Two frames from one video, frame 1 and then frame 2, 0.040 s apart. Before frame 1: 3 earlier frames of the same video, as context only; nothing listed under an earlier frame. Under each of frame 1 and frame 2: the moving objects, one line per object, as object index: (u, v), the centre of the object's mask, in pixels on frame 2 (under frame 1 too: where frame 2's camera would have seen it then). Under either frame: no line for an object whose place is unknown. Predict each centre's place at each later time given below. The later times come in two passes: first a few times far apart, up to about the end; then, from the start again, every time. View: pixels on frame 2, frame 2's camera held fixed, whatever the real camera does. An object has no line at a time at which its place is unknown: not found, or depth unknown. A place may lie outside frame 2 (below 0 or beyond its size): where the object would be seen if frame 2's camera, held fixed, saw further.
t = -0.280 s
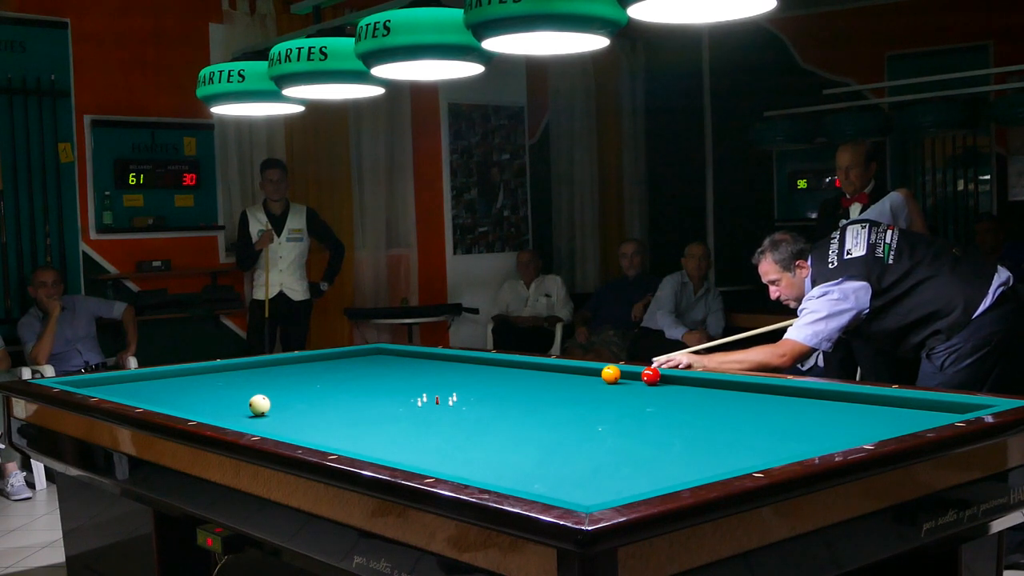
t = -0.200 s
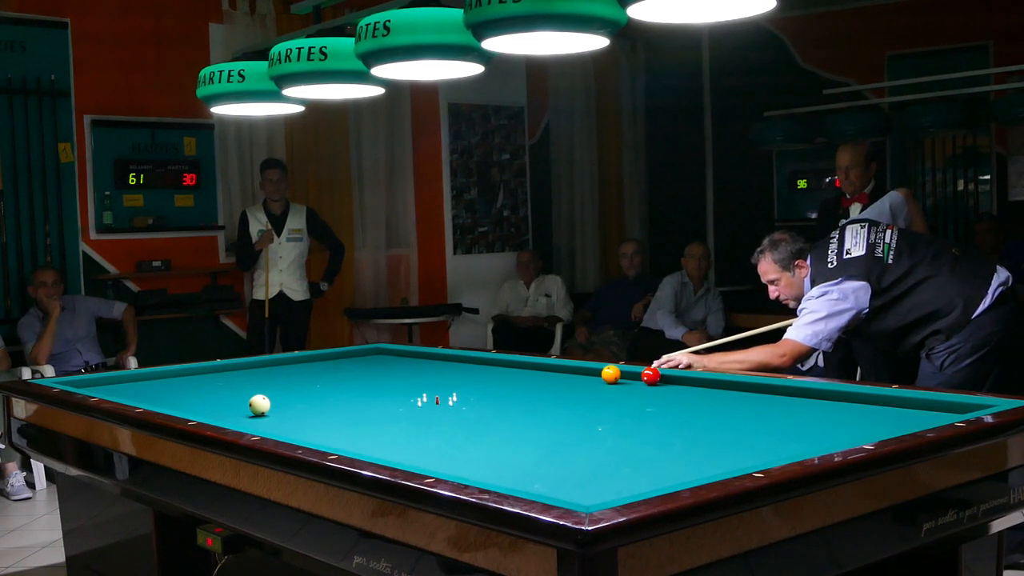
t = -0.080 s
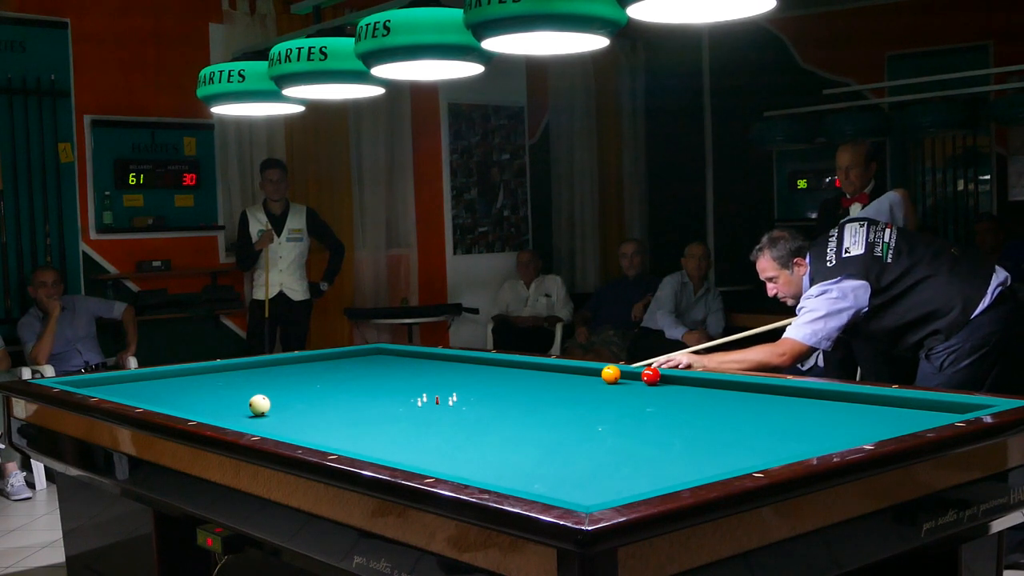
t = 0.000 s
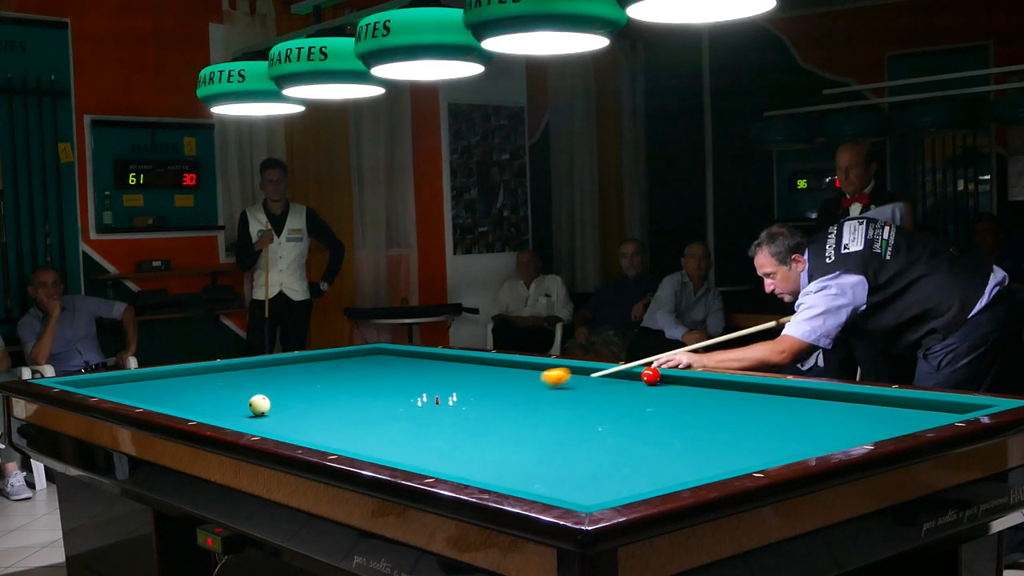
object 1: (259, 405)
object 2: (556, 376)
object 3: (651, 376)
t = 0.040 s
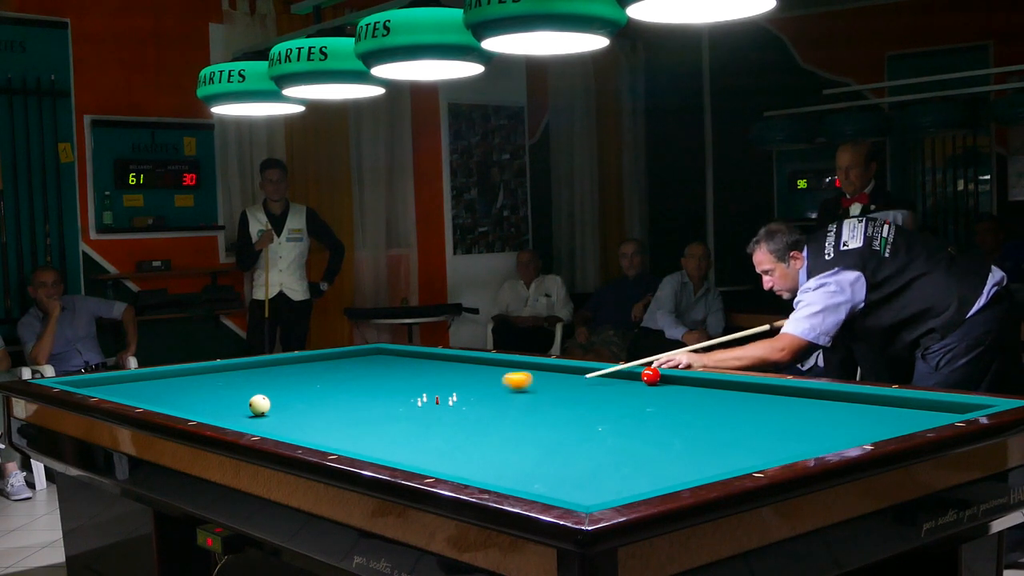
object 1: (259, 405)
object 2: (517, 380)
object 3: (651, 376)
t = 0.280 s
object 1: (259, 404)
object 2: (282, 401)
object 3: (651, 376)
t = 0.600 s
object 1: (329, 398)
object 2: (189, 395)
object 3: (651, 375)
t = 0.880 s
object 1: (451, 384)
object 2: (112, 390)
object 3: (651, 375)
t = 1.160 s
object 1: (557, 372)
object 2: (83, 383)
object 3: (651, 375)
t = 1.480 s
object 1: (531, 377)
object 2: (133, 381)
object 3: (651, 375)
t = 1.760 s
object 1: (480, 385)
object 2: (189, 380)
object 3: (651, 376)
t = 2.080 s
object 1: (417, 394)
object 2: (253, 380)
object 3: (651, 376)
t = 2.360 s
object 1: (358, 403)
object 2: (310, 379)
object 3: (651, 376)
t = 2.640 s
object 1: (294, 413)
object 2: (366, 378)
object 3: (651, 376)
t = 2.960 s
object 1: (241, 419)
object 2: (431, 378)
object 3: (651, 376)
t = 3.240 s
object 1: (281, 416)
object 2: (487, 377)
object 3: (651, 376)
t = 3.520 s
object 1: (317, 410)
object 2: (544, 376)
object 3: (651, 375)
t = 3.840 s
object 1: (355, 405)
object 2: (608, 375)
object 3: (651, 376)
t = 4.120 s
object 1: (385, 401)
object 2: (640, 374)
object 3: (659, 377)
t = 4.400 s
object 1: (413, 397)
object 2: (644, 376)
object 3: (666, 381)
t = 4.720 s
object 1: (443, 393)
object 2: (647, 378)
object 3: (675, 384)
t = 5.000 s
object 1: (467, 389)
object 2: (650, 379)
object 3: (682, 388)
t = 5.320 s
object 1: (491, 386)
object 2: (653, 381)
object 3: (691, 392)
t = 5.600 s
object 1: (510, 383)
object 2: (655, 382)
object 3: (698, 395)
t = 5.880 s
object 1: (529, 380)
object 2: (657, 383)
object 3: (706, 398)
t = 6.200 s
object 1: (548, 377)
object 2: (660, 384)
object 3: (714, 402)
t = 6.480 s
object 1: (564, 375)
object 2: (661, 385)
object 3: (721, 406)
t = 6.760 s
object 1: (579, 373)
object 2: (663, 385)
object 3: (728, 409)
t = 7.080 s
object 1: (595, 371)
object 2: (665, 386)
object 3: (736, 413)
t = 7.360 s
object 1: (592, 371)
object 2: (666, 387)
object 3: (743, 415)
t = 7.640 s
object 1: (585, 372)
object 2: (666, 387)
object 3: (750, 419)
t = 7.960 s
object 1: (578, 373)
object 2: (667, 387)
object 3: (757, 422)
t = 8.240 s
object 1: (572, 374)
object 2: (666, 387)
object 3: (763, 424)
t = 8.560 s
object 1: (567, 375)
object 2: (666, 387)
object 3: (769, 428)
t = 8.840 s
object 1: (563, 375)
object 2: (666, 387)
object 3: (774, 430)
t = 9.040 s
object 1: (561, 376)
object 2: (666, 387)
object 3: (777, 431)
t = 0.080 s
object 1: (259, 405)
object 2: (479, 385)
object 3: (651, 376)
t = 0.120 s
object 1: (259, 405)
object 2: (440, 387)
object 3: (651, 376)
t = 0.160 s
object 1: (259, 405)
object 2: (401, 391)
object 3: (651, 376)
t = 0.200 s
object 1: (259, 405)
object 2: (361, 394)
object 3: (651, 376)
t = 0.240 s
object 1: (259, 405)
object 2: (321, 398)
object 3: (651, 376)
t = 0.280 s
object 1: (259, 404)
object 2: (282, 401)
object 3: (651, 376)
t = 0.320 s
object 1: (232, 408)
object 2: (268, 401)
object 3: (651, 376)
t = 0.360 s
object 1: (202, 410)
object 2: (258, 400)
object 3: (651, 376)
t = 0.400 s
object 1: (213, 410)
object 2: (247, 399)
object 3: (651, 376)
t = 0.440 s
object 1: (239, 409)
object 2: (236, 394)
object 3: (651, 376)
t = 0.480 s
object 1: (263, 406)
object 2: (225, 397)
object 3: (651, 376)
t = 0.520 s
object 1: (286, 403)
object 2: (213, 396)
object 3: (651, 375)
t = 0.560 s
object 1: (308, 400)
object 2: (201, 396)
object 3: (651, 375)
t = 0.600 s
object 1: (329, 398)
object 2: (189, 395)
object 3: (651, 375)
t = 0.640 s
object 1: (348, 396)
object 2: (178, 395)
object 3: (651, 375)
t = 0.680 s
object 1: (367, 394)
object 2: (166, 394)
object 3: (651, 376)
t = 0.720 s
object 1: (384, 392)
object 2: (155, 394)
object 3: (651, 375)
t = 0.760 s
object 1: (401, 390)
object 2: (144, 393)
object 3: (651, 375)
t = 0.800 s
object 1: (418, 388)
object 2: (133, 393)
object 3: (651, 375)
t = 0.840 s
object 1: (435, 386)
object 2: (122, 391)
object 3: (651, 375)
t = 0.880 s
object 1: (451, 384)
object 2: (112, 390)
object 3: (651, 375)
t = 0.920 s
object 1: (467, 382)
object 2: (101, 389)
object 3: (651, 375)
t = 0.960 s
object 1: (483, 380)
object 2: (91, 388)
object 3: (651, 375)
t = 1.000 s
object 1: (498, 379)
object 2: (90, 387)
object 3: (651, 375)
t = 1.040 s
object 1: (513, 377)
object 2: (89, 386)
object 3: (651, 375)
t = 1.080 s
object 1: (528, 375)
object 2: (87, 385)
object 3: (651, 375)
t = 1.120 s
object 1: (542, 374)
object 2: (85, 384)
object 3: (651, 375)
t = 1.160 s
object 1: (557, 372)
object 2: (83, 383)
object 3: (651, 375)
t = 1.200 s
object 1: (571, 370)
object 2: (81, 382)
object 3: (651, 375)
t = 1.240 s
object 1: (585, 369)
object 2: (80, 381)
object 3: (651, 375)
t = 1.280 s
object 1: (577, 370)
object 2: (86, 381)
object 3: (651, 375)
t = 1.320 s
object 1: (567, 371)
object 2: (96, 381)
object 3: (651, 375)
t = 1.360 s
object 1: (558, 373)
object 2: (106, 381)
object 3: (651, 375)
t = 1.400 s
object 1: (548, 374)
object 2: (115, 381)
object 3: (651, 375)
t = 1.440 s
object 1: (540, 375)
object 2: (124, 381)
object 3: (651, 375)
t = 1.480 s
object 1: (531, 377)
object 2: (133, 381)
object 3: (651, 375)
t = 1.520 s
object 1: (524, 378)
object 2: (141, 381)
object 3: (651, 375)
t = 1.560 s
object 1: (517, 379)
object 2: (149, 381)
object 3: (651, 376)
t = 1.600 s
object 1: (509, 380)
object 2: (157, 381)
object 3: (651, 376)
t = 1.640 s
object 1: (502, 381)
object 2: (165, 381)
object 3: (651, 376)
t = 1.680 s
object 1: (495, 382)
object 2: (173, 380)
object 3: (651, 376)
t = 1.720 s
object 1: (487, 384)
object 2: (181, 380)
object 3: (651, 376)
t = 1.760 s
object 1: (480, 385)
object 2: (189, 380)
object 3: (651, 376)
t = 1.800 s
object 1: (472, 386)
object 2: (197, 380)
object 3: (651, 376)
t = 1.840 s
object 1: (464, 387)
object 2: (205, 380)
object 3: (651, 376)
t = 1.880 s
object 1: (457, 388)
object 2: (214, 380)
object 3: (651, 376)
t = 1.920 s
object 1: (449, 389)
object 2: (221, 380)
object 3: (651, 376)
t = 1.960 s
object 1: (441, 390)
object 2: (229, 380)
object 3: (651, 376)
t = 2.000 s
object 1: (433, 392)
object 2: (237, 380)
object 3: (651, 376)
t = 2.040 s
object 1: (425, 393)
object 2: (246, 380)
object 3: (651, 376)
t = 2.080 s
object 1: (417, 394)
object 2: (253, 380)
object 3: (651, 376)
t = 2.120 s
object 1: (408, 396)
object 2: (262, 379)
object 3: (651, 376)
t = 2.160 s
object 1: (400, 397)
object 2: (270, 379)
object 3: (651, 376)
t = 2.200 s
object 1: (392, 398)
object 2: (278, 379)
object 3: (651, 376)
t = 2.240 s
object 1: (384, 399)
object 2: (286, 379)
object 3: (651, 376)
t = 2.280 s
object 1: (375, 400)
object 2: (294, 379)
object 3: (651, 376)
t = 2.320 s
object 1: (367, 402)
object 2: (302, 379)
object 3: (651, 376)
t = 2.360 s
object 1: (358, 403)
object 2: (310, 379)
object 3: (651, 376)
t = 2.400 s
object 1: (349, 405)
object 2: (318, 379)
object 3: (651, 376)
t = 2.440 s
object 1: (340, 406)
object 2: (326, 379)
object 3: (651, 376)
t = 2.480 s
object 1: (331, 407)
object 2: (334, 378)
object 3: (651, 376)
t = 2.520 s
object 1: (322, 409)
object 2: (342, 378)
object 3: (651, 376)
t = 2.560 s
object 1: (313, 410)
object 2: (350, 378)
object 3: (651, 376)
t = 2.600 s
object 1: (304, 411)
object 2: (358, 378)
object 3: (651, 376)
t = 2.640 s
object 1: (294, 413)
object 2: (366, 378)
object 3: (651, 376)
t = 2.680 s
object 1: (285, 414)
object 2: (374, 378)
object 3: (651, 376)
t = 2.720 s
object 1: (276, 416)
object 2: (382, 378)
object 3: (651, 376)
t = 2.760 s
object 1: (266, 417)
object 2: (390, 378)
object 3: (651, 376)
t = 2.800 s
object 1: (256, 418)
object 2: (399, 378)
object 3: (651, 376)
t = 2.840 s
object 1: (247, 419)
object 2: (407, 378)
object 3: (651, 376)
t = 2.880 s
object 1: (238, 419)
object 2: (415, 377)
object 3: (651, 376)
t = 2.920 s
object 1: (232, 419)
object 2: (423, 378)
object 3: (651, 376)
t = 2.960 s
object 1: (241, 419)
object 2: (431, 378)
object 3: (651, 376)
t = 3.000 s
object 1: (248, 419)
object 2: (439, 377)
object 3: (651, 376)
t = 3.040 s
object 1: (254, 419)
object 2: (447, 377)
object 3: (651, 376)
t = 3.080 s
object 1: (259, 418)
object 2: (455, 377)
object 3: (651, 376)
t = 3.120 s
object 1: (265, 418)
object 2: (463, 377)
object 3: (651, 376)
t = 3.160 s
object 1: (270, 418)
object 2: (471, 377)
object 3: (651, 376)
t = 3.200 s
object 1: (276, 416)
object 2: (479, 377)
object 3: (651, 376)
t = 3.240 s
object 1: (281, 416)
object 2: (487, 377)
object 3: (651, 376)
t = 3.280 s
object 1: (286, 415)
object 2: (495, 377)
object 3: (651, 375)
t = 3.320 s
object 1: (292, 414)
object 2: (504, 377)
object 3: (651, 375)
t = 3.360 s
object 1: (297, 414)
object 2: (511, 377)
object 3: (651, 375)
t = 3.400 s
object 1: (302, 413)
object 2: (519, 376)
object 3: (651, 375)
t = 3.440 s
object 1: (307, 412)
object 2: (528, 376)
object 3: (651, 375)
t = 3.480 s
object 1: (312, 411)
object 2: (536, 376)
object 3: (651, 375)
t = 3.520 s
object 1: (317, 410)
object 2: (544, 376)
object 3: (651, 375)
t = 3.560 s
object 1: (322, 410)
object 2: (552, 376)
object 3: (651, 375)
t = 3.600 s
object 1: (326, 409)
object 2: (559, 376)
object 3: (651, 375)
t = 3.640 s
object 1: (331, 408)
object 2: (568, 376)
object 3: (651, 375)
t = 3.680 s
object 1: (336, 408)
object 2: (576, 376)
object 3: (651, 376)
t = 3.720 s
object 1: (341, 407)
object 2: (584, 376)
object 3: (651, 376)
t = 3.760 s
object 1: (345, 406)
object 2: (592, 376)
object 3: (651, 376)
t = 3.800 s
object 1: (350, 406)
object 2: (600, 376)
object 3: (651, 376)
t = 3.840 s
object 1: (355, 405)
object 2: (608, 375)
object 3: (651, 376)
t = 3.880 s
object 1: (359, 404)
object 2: (616, 375)
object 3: (651, 376)
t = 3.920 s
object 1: (363, 404)
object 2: (624, 375)
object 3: (651, 376)
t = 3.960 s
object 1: (368, 403)
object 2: (631, 375)
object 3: (651, 376)
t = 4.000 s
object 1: (372, 402)
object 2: (634, 375)
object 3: (655, 376)
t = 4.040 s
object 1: (377, 402)
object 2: (636, 374)
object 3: (656, 376)
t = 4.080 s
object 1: (381, 401)
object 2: (638, 375)
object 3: (657, 377)
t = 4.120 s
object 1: (385, 401)
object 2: (640, 374)
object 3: (659, 377)
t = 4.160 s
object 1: (389, 400)
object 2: (641, 374)
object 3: (660, 378)
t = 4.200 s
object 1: (393, 400)
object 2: (642, 375)
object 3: (661, 378)
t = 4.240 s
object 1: (398, 399)
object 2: (642, 375)
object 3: (662, 379)
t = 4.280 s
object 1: (402, 398)
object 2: (643, 375)
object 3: (663, 379)
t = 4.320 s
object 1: (406, 398)
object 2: (643, 376)
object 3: (664, 380)
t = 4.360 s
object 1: (410, 398)
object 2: (643, 376)
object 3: (665, 381)
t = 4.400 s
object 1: (413, 397)
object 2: (644, 376)
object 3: (666, 381)
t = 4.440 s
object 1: (417, 396)
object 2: (644, 376)
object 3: (667, 381)
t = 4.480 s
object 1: (421, 396)
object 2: (644, 376)
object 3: (668, 382)
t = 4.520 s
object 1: (425, 395)
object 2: (645, 376)
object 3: (669, 382)
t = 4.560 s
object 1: (429, 395)
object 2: (645, 377)
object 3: (670, 383)
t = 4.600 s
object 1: (433, 394)
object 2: (646, 377)
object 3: (671, 383)
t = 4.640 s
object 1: (436, 394)
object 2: (646, 377)
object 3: (672, 384)
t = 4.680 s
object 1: (440, 393)
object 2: (646, 377)
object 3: (674, 384)
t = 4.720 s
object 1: (443, 393)
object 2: (647, 378)
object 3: (675, 384)
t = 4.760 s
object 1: (447, 392)
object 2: (647, 378)
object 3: (676, 385)
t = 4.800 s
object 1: (450, 391)
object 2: (648, 378)
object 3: (677, 386)
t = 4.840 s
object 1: (454, 391)
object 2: (648, 378)
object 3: (678, 386)
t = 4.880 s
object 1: (457, 391)
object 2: (648, 378)
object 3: (679, 386)
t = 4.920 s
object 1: (460, 390)
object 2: (649, 379)
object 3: (680, 387)
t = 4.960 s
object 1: (463, 390)
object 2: (649, 379)
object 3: (681, 388)
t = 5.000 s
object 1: (467, 389)
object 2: (650, 379)
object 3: (682, 388)
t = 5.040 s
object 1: (470, 388)
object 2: (650, 379)
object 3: (683, 388)
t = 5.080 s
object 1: (473, 388)
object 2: (650, 379)
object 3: (684, 389)
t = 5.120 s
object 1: (476, 388)
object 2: (651, 380)
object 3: (685, 389)
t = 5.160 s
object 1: (479, 388)
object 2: (651, 380)
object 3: (687, 390)
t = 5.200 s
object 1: (482, 387)
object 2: (652, 380)
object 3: (688, 390)
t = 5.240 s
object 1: (485, 386)
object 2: (652, 380)
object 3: (689, 391)
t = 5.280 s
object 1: (488, 386)
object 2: (652, 380)
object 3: (690, 391)
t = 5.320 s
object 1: (491, 386)
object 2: (653, 381)
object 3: (691, 392)
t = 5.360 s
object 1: (494, 385)
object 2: (653, 381)
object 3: (692, 392)
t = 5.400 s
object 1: (497, 385)
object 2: (653, 381)
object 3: (693, 393)
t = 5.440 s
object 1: (500, 384)
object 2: (654, 381)
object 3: (694, 393)
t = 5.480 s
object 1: (502, 384)
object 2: (654, 381)
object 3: (695, 394)
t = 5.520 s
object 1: (505, 384)
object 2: (655, 382)
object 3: (696, 394)
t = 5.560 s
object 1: (508, 383)
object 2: (655, 382)
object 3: (697, 395)
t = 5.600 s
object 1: (510, 383)
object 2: (655, 382)
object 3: (698, 395)
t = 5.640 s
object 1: (513, 382)
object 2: (655, 382)
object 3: (699, 396)
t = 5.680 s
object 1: (516, 382)
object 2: (656, 382)
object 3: (700, 396)
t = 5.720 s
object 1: (518, 381)
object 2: (656, 382)
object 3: (701, 396)
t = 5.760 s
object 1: (521, 381)
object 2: (657, 382)
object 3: (703, 397)
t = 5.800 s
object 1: (524, 381)
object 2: (657, 383)
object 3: (703, 398)
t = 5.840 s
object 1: (526, 380)
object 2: (657, 383)
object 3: (705, 398)
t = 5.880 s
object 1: (529, 380)
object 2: (657, 383)
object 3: (706, 398)
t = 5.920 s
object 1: (531, 380)
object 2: (658, 383)
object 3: (707, 399)
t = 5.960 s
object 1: (534, 379)
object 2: (658, 383)
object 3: (708, 399)
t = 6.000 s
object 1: (536, 379)
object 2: (658, 383)
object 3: (709, 400)
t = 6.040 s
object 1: (538, 379)
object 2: (658, 383)
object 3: (710, 400)
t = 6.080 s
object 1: (541, 378)
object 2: (659, 384)
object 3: (711, 401)
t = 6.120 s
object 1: (543, 378)
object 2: (659, 384)
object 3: (712, 401)
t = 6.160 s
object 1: (546, 377)
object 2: (659, 384)
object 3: (713, 402)
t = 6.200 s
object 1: (548, 377)
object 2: (660, 384)
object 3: (714, 402)
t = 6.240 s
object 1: (550, 377)
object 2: (660, 384)
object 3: (715, 403)
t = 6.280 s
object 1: (553, 377)
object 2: (660, 384)
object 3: (716, 403)
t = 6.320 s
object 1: (555, 376)
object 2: (660, 385)
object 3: (717, 404)
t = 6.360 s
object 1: (557, 376)
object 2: (661, 385)
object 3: (718, 404)
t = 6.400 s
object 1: (560, 376)
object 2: (661, 385)
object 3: (719, 405)
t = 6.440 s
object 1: (562, 375)
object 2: (661, 385)
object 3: (720, 405)
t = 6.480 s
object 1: (564, 375)
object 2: (661, 385)
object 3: (721, 406)
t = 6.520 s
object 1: (566, 375)
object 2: (662, 385)
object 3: (722, 406)
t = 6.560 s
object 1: (568, 374)
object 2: (662, 385)
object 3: (723, 407)
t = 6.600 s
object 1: (571, 374)
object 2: (662, 385)
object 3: (724, 407)
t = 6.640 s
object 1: (573, 374)
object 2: (662, 385)
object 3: (725, 408)
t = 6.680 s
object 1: (575, 373)
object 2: (663, 385)
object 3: (726, 408)
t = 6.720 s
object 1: (577, 373)
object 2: (663, 385)
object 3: (727, 408)
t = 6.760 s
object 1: (579, 373)
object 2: (663, 385)
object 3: (728, 409)
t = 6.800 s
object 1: (581, 373)
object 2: (663, 386)
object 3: (729, 409)
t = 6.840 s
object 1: (583, 372)
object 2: (664, 386)
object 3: (730, 410)
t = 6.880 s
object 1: (585, 372)
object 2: (664, 386)
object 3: (731, 410)
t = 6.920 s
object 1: (587, 372)
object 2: (664, 386)
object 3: (732, 411)
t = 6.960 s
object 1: (589, 371)
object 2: (664, 386)
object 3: (733, 411)
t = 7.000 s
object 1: (591, 371)
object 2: (664, 386)
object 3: (734, 412)
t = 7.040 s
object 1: (593, 371)
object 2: (665, 386)
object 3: (735, 412)
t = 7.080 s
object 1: (595, 371)
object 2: (665, 386)
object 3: (736, 413)
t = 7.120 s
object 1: (597, 370)
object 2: (665, 386)
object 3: (737, 413)
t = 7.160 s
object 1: (597, 370)
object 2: (665, 386)
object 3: (738, 413)
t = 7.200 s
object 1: (596, 370)
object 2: (665, 386)
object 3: (739, 414)
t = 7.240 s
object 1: (595, 371)
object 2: (666, 387)
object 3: (740, 414)
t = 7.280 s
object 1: (594, 371)
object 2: (666, 387)
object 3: (741, 415)
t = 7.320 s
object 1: (593, 371)
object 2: (666, 387)
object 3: (742, 415)
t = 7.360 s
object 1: (592, 371)
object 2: (666, 387)
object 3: (743, 415)
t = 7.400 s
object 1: (591, 371)
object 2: (666, 387)
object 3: (744, 416)
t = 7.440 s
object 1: (590, 371)
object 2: (666, 387)
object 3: (745, 416)
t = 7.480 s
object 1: (589, 372)
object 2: (666, 387)
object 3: (746, 417)
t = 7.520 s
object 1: (588, 372)
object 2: (666, 387)
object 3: (747, 417)
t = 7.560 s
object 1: (587, 372)
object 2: (666, 387)
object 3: (748, 418)
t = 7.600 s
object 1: (586, 372)
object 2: (666, 387)
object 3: (749, 418)
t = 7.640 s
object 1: (585, 372)
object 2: (666, 387)
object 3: (750, 419)
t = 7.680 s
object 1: (584, 372)
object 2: (667, 387)
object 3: (751, 419)
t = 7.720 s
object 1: (583, 372)
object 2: (667, 387)
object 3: (752, 419)
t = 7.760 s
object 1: (582, 373)
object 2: (667, 387)
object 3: (753, 420)
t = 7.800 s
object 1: (582, 373)
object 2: (667, 387)
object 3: (753, 420)
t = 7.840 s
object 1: (581, 373)
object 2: (667, 387)
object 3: (754, 421)
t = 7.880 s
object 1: (580, 373)
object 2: (667, 387)
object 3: (755, 421)
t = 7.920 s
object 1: (579, 373)
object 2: (666, 387)
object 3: (756, 421)
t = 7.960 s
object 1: (578, 373)
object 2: (667, 387)
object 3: (757, 422)
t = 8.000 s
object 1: (577, 373)
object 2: (666, 387)
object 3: (758, 422)
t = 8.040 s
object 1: (576, 373)
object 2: (666, 387)
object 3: (759, 423)
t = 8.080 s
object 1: (575, 373)
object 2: (666, 387)
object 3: (760, 423)
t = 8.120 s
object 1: (574, 373)
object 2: (666, 387)
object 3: (760, 423)
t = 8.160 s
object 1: (574, 373)
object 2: (666, 387)
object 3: (761, 424)
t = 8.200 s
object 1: (573, 374)
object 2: (666, 387)
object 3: (762, 424)
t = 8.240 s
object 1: (572, 374)
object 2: (666, 387)
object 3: (763, 424)
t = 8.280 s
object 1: (571, 374)
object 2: (666, 387)
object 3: (763, 425)
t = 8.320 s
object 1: (571, 374)
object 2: (666, 387)
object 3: (764, 425)
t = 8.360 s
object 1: (570, 374)
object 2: (666, 387)
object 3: (765, 426)
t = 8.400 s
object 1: (569, 374)
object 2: (666, 387)
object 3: (766, 426)
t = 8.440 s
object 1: (569, 374)
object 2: (666, 387)
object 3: (767, 426)
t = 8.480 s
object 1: (568, 374)
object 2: (666, 387)
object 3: (767, 427)
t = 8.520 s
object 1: (567, 375)
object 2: (666, 387)
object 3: (768, 427)
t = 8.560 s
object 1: (567, 375)
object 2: (666, 387)
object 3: (769, 428)
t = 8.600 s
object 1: (566, 375)
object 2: (666, 387)
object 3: (769, 428)
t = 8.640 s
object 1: (566, 375)
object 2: (666, 387)
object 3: (770, 428)
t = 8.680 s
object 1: (565, 375)
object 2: (666, 387)
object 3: (771, 428)
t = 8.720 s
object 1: (565, 375)
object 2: (666, 387)
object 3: (772, 429)
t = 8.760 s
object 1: (564, 375)
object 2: (666, 387)
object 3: (772, 429)
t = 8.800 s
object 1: (564, 375)
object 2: (666, 387)
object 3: (773, 429)
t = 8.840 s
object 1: (563, 375)
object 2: (666, 387)
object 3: (774, 430)
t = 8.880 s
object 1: (563, 375)
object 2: (666, 387)
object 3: (775, 430)
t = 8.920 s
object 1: (562, 375)
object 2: (666, 387)
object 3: (775, 430)
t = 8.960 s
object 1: (562, 375)
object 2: (666, 387)
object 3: (776, 431)
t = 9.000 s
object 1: (561, 375)
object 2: (666, 387)
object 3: (776, 431)
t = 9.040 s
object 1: (561, 376)
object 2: (666, 387)
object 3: (777, 431)
